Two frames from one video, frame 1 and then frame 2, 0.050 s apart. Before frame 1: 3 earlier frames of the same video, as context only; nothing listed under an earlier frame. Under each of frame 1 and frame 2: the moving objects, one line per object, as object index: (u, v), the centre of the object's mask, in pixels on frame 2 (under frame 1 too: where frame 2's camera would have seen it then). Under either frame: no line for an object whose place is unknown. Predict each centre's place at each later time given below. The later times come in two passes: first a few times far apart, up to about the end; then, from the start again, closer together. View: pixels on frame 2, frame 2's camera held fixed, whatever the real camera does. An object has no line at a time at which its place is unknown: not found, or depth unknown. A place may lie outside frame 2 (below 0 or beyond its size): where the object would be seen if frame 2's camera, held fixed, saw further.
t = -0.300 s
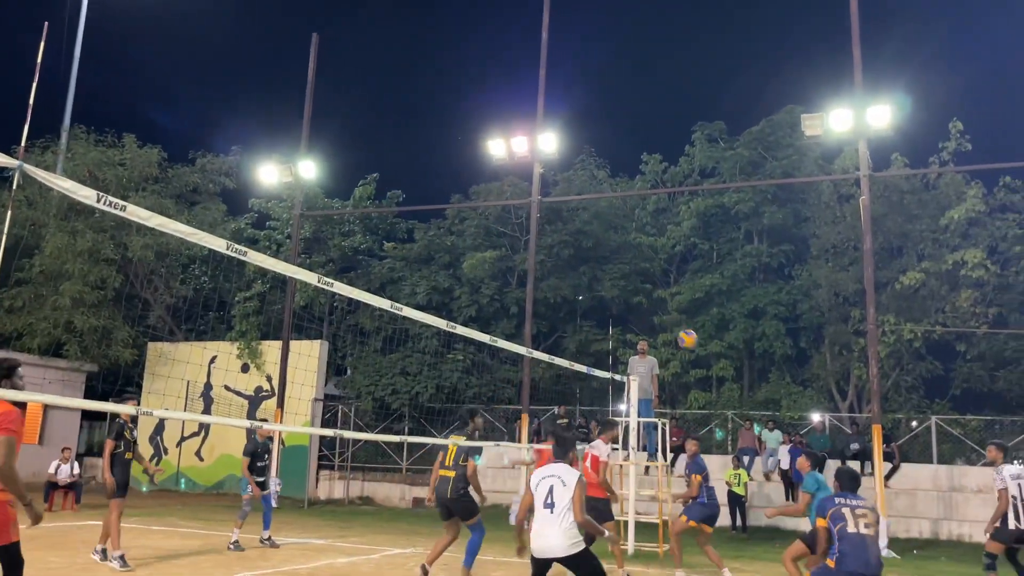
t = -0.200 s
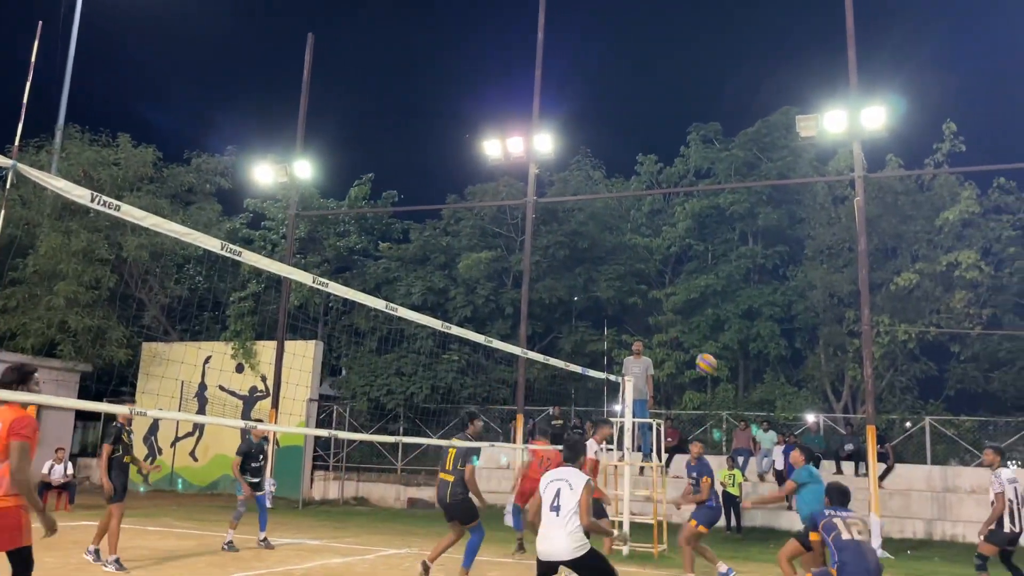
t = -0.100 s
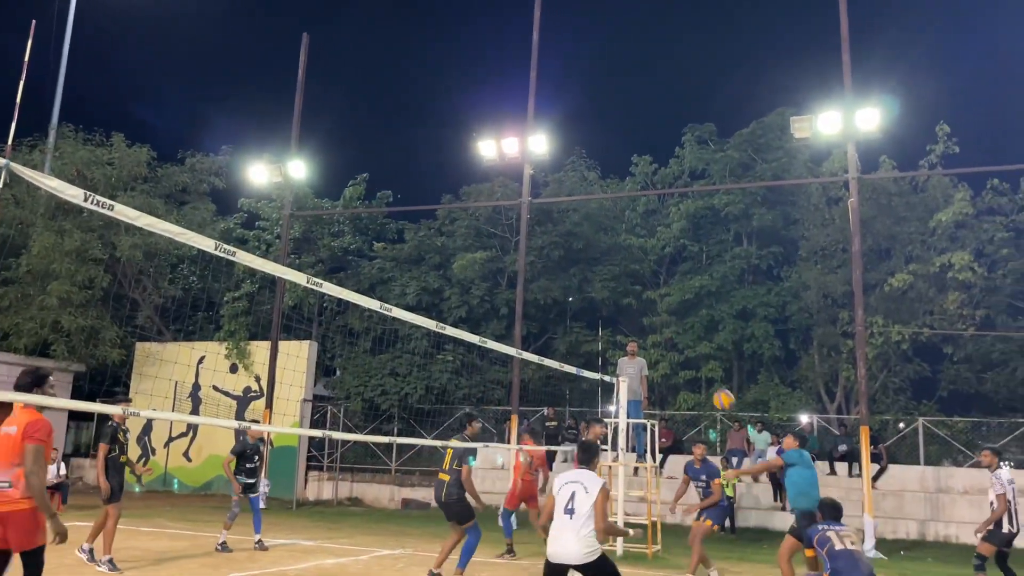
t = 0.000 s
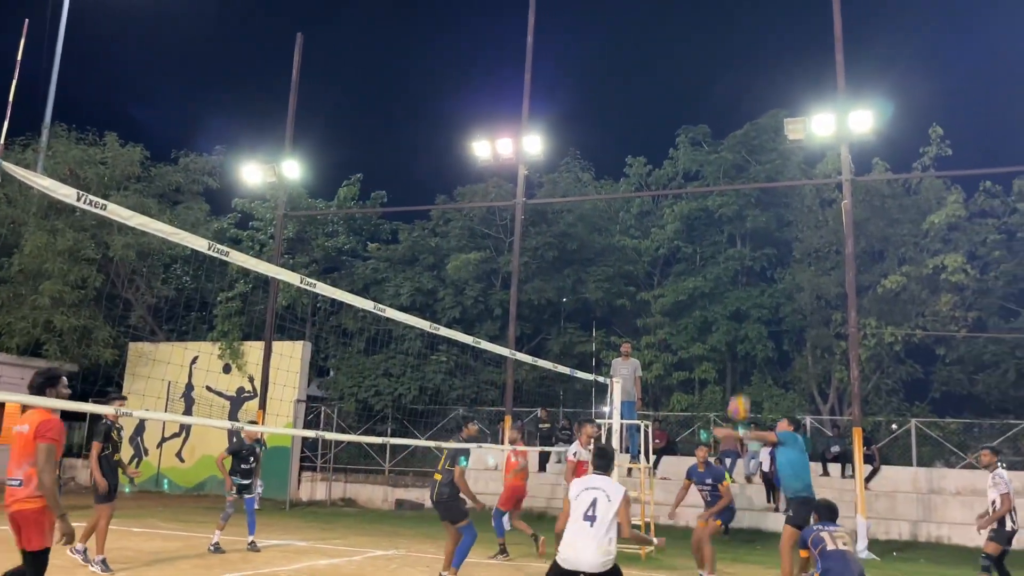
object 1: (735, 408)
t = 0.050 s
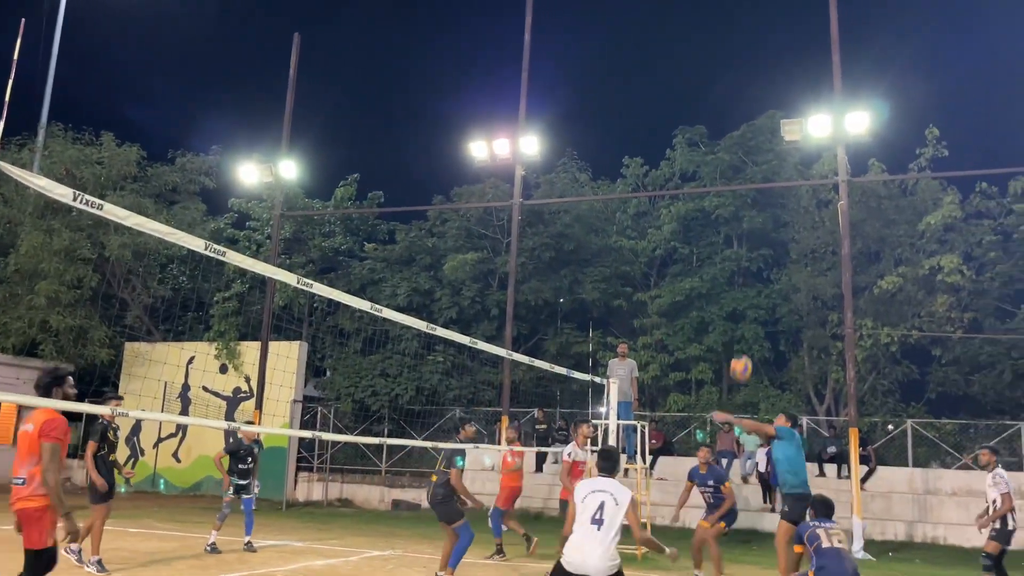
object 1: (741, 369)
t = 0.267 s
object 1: (766, 218)
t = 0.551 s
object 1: (803, 80)
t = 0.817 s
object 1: (841, 13)
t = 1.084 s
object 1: (890, 16)
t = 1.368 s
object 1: (953, 122)
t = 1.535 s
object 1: (999, 252)
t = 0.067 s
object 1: (743, 356)
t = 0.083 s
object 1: (745, 343)
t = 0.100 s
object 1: (747, 331)
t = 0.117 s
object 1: (748, 318)
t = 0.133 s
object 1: (750, 306)
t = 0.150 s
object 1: (752, 294)
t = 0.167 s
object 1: (754, 282)
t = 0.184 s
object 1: (756, 271)
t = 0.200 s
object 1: (758, 260)
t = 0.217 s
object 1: (760, 249)
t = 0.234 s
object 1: (762, 238)
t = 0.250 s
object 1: (765, 228)
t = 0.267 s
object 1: (766, 218)
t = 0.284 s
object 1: (769, 207)
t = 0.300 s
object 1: (770, 197)
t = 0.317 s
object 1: (773, 188)
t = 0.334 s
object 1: (775, 179)
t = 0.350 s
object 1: (777, 170)
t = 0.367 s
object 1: (780, 160)
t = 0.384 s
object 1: (782, 153)
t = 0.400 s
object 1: (783, 145)
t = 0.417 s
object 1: (786, 137)
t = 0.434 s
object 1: (786, 129)
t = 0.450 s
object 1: (788, 121)
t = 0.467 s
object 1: (791, 113)
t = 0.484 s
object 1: (794, 107)
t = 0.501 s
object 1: (796, 99)
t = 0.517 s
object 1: (798, 93)
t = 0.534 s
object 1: (801, 86)
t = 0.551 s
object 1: (803, 80)
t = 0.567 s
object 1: (805, 74)
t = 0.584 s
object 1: (808, 68)
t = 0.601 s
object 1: (810, 62)
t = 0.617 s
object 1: (812, 57)
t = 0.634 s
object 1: (814, 52)
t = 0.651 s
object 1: (817, 47)
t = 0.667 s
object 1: (820, 42)
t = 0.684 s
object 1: (820, 39)
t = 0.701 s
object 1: (824, 34)
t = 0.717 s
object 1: (826, 30)
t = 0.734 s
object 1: (829, 27)
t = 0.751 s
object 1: (831, 19)
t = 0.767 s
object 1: (834, 21)
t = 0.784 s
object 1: (836, 18)
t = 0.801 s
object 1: (839, 15)
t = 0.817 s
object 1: (841, 13)
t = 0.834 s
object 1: (844, 10)
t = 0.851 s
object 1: (847, 8)
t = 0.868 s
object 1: (850, 7)
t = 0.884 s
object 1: (852, 6)
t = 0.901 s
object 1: (855, 5)
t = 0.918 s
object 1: (859, 4)
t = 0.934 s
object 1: (862, 4)
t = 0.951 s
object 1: (864, 4)
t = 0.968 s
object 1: (868, 4)
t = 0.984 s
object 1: (871, 5)
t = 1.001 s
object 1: (874, 6)
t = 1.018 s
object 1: (877, 7)
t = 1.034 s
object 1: (880, 9)
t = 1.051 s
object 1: (883, 10)
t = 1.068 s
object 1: (886, 13)
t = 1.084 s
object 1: (890, 16)
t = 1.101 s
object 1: (893, 18)
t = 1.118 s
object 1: (896, 22)
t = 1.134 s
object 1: (899, 25)
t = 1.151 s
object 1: (903, 29)
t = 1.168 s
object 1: (906, 33)
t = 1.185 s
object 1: (910, 38)
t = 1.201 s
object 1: (914, 44)
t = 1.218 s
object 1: (918, 49)
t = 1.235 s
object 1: (922, 55)
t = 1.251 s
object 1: (925, 62)
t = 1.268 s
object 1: (929, 69)
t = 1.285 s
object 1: (933, 77)
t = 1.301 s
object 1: (937, 84)
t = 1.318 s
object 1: (941, 93)
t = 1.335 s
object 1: (945, 103)
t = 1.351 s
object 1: (949, 112)
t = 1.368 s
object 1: (953, 122)
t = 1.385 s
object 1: (956, 133)
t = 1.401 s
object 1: (961, 143)
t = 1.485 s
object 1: (984, 207)
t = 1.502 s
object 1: (988, 221)
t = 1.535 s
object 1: (999, 252)
